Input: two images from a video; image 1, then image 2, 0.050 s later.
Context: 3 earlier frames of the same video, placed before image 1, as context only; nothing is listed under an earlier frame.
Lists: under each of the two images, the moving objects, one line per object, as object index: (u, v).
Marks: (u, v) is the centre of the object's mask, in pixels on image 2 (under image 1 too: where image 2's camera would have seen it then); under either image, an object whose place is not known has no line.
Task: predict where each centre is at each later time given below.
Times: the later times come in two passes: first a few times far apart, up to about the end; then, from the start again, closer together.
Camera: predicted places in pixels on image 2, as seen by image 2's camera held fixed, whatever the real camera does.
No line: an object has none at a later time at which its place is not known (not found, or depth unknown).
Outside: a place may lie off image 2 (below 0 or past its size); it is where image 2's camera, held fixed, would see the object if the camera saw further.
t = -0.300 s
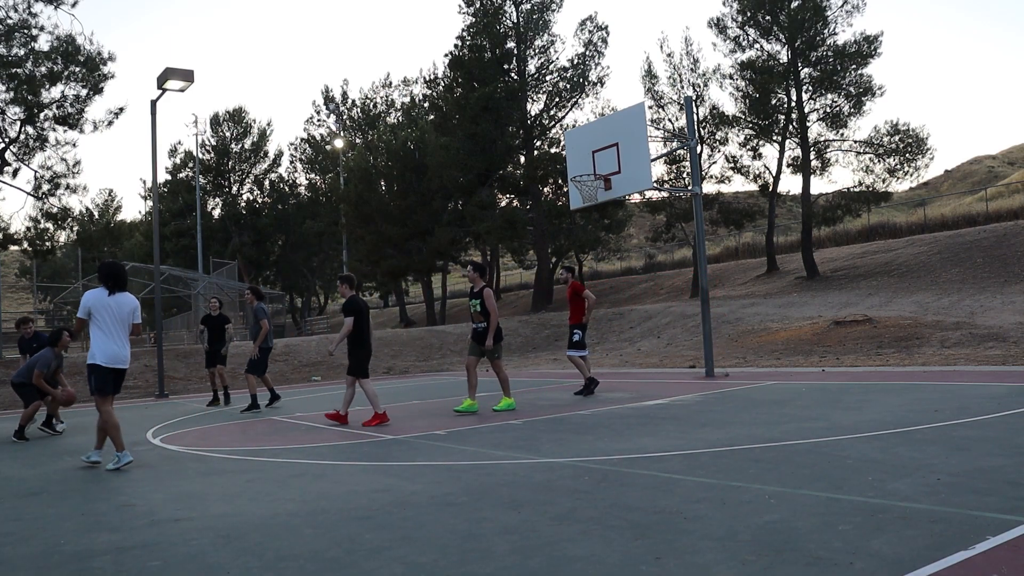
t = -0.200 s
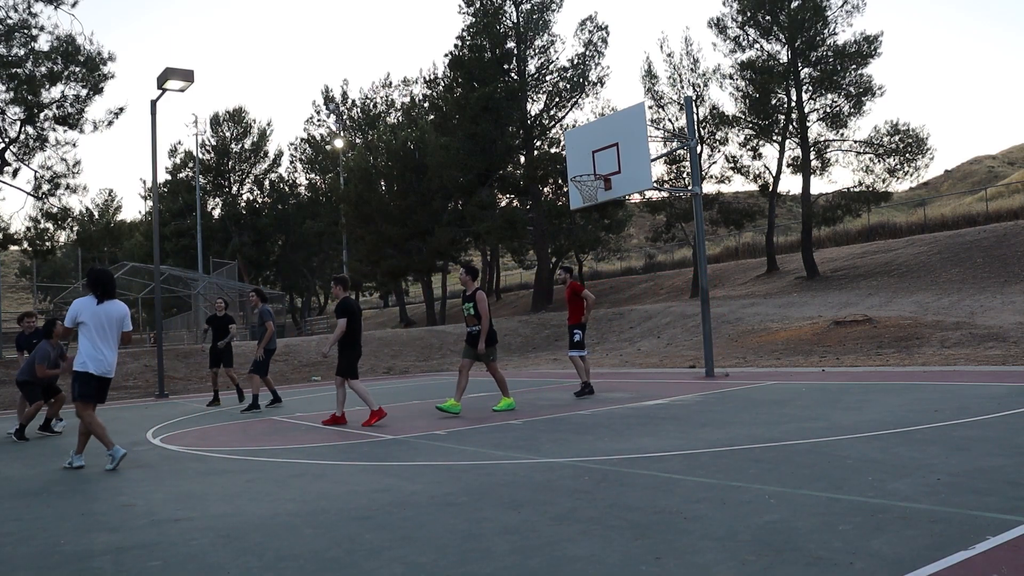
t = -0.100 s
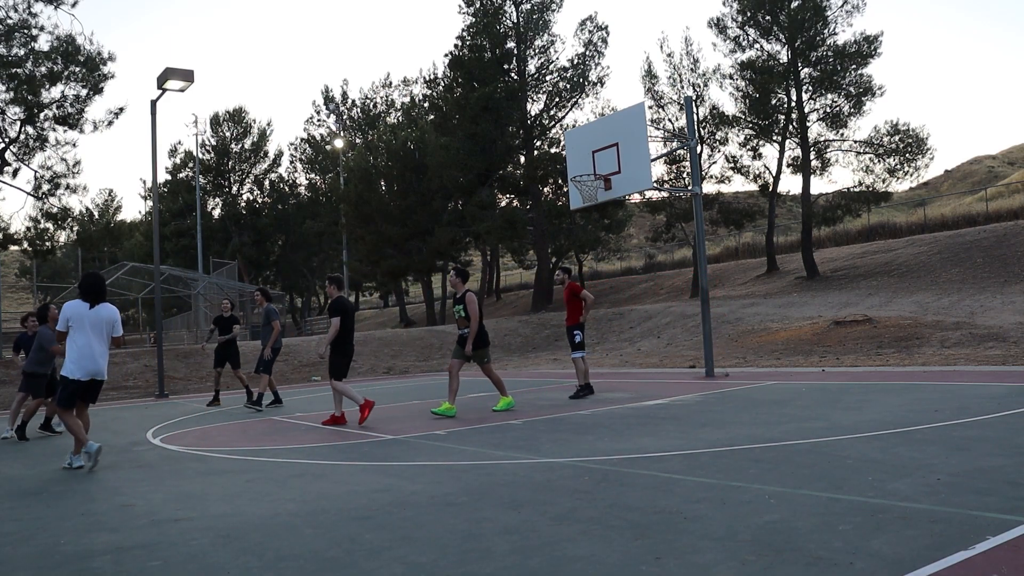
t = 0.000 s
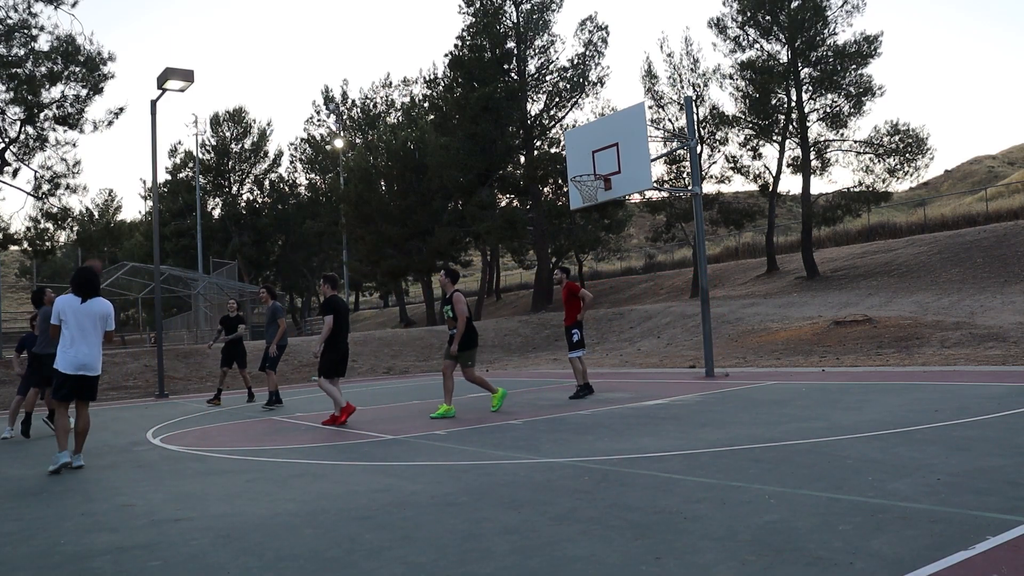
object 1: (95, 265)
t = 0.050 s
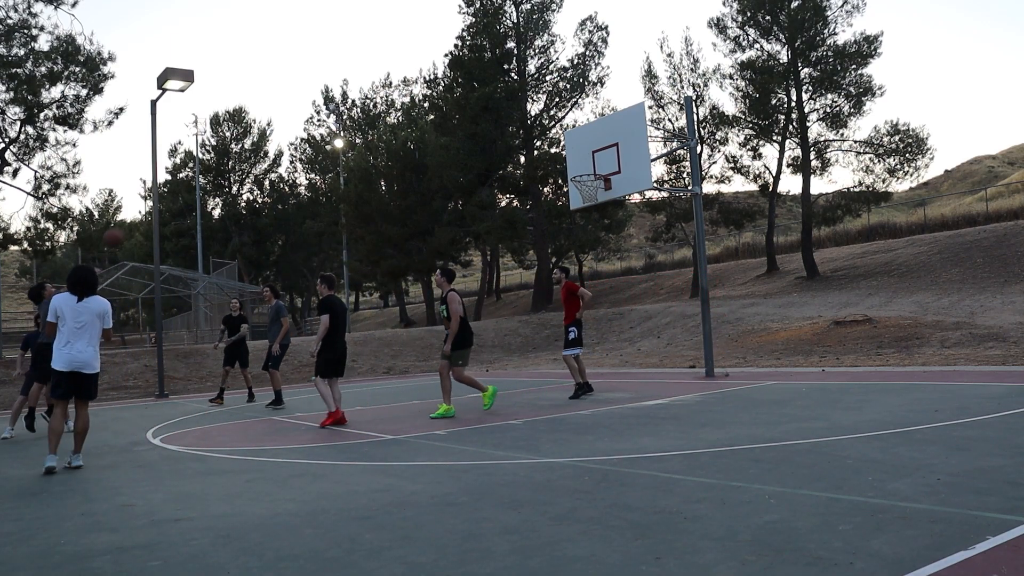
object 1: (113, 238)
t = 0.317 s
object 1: (223, 112)
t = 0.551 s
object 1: (314, 52)
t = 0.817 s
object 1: (412, 34)
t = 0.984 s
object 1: (471, 48)
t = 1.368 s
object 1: (594, 146)
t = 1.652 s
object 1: (582, 183)
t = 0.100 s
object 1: (134, 209)
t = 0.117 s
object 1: (141, 200)
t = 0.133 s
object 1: (148, 192)
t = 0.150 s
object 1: (155, 183)
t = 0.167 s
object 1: (162, 174)
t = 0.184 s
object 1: (170, 167)
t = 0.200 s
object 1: (176, 159)
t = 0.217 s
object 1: (182, 151)
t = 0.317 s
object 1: (223, 112)
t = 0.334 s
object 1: (230, 106)
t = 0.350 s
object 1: (236, 100)
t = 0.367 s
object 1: (243, 95)
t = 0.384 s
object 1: (249, 90)
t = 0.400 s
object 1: (256, 85)
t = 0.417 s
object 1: (263, 80)
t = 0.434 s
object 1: (269, 76)
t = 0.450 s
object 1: (275, 72)
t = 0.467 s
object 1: (282, 68)
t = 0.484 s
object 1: (288, 64)
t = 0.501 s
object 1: (295, 61)
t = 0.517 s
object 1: (301, 57)
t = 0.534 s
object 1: (307, 55)
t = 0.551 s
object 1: (314, 52)
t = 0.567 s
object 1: (320, 49)
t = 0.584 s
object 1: (326, 47)
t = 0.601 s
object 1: (333, 45)
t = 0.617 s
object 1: (339, 43)
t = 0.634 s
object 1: (345, 41)
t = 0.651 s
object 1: (352, 39)
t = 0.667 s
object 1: (358, 38)
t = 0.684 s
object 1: (364, 37)
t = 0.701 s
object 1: (370, 36)
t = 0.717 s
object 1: (376, 35)
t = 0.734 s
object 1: (382, 34)
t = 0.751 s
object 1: (388, 34)
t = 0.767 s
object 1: (394, 34)
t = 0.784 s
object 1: (400, 34)
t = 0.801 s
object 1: (406, 34)
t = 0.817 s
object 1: (412, 34)
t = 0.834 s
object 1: (418, 35)
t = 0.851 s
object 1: (424, 36)
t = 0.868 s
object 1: (430, 37)
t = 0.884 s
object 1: (436, 38)
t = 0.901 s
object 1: (442, 39)
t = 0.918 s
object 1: (448, 41)
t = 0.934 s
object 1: (454, 42)
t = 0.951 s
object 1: (459, 44)
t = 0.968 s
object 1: (464, 46)
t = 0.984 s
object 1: (471, 48)
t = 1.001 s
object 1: (476, 50)
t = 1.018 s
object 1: (482, 53)
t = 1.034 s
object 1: (487, 55)
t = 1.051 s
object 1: (494, 58)
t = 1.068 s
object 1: (499, 62)
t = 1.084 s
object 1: (504, 65)
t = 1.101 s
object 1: (511, 69)
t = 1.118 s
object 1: (516, 72)
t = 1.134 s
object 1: (522, 76)
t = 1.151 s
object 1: (527, 81)
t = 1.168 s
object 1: (533, 84)
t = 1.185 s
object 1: (539, 89)
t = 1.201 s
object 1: (544, 93)
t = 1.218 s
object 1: (550, 98)
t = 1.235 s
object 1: (556, 103)
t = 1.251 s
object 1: (562, 108)
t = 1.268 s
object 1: (566, 112)
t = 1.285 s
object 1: (572, 119)
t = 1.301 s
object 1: (578, 124)
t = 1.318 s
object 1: (583, 130)
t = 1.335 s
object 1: (589, 136)
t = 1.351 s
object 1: (594, 142)
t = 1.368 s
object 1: (594, 146)
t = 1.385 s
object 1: (592, 150)
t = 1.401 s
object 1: (590, 154)
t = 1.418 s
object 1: (587, 159)
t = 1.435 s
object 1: (585, 163)
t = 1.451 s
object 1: (583, 168)
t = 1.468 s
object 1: (581, 173)
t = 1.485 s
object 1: (581, 176)
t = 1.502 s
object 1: (583, 176)
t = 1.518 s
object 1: (587, 176)
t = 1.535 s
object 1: (590, 177)
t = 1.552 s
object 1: (593, 178)
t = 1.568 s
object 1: (593, 178)
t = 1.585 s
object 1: (591, 179)
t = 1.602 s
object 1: (589, 180)
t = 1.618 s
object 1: (586, 181)
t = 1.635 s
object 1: (584, 182)
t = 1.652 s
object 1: (582, 183)
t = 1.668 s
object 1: (580, 184)
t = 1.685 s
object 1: (579, 184)
